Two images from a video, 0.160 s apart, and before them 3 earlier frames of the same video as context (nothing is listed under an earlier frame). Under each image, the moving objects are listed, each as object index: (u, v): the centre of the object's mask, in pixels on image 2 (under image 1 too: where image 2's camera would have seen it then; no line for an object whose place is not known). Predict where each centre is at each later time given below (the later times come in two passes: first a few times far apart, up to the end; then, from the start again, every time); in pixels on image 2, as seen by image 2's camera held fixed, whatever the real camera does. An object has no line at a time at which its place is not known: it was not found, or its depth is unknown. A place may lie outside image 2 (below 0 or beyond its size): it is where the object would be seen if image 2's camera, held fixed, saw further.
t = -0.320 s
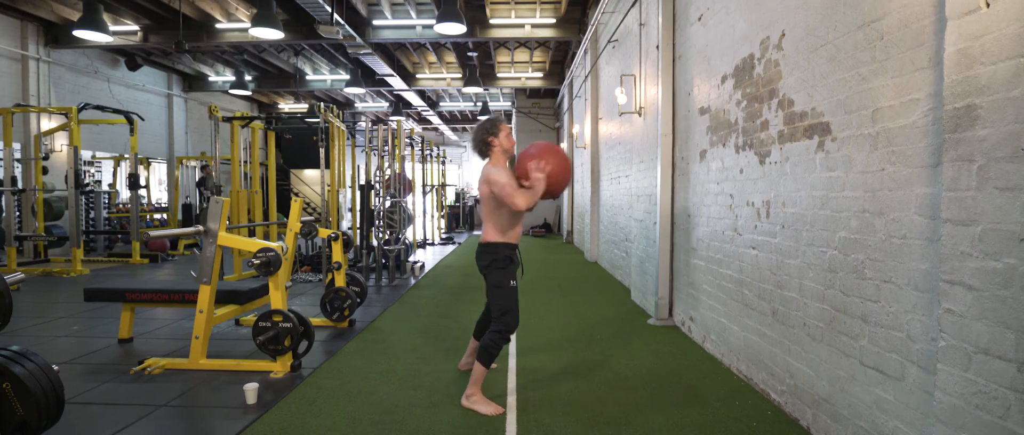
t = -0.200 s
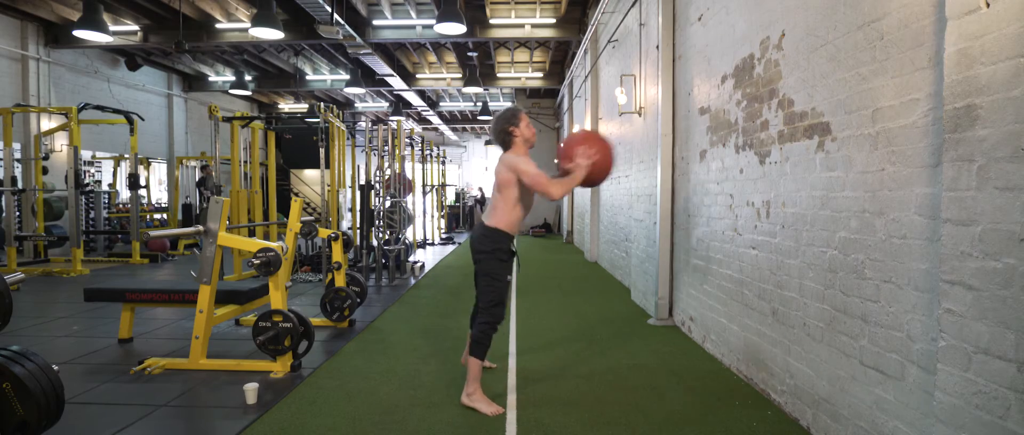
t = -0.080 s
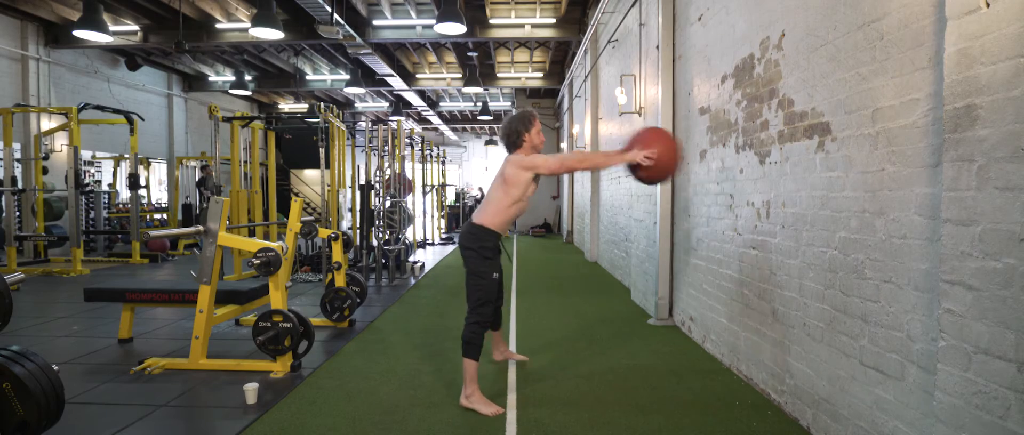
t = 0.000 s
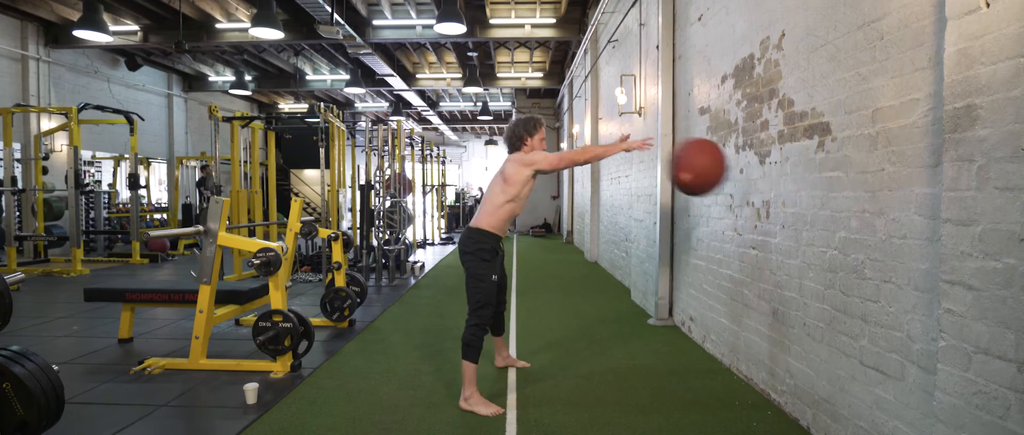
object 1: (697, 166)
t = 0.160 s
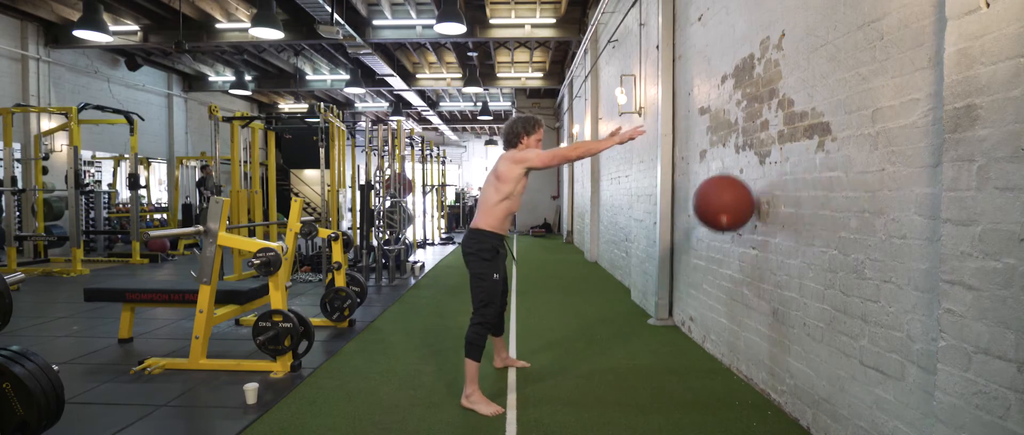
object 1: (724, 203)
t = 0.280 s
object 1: (710, 250)
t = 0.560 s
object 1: (677, 360)
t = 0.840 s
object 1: (653, 363)
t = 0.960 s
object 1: (648, 363)
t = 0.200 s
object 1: (719, 216)
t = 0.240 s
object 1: (714, 232)
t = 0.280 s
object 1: (710, 250)
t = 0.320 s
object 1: (705, 271)
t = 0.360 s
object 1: (701, 294)
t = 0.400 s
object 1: (696, 321)
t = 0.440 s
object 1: (690, 351)
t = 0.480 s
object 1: (684, 371)
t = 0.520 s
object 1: (680, 365)
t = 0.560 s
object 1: (677, 360)
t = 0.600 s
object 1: (673, 357)
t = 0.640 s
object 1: (669, 356)
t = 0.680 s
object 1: (665, 358)
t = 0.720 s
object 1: (661, 363)
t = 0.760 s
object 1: (658, 365)
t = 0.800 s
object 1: (656, 363)
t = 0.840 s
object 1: (653, 363)
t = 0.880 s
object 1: (651, 363)
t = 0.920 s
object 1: (649, 363)
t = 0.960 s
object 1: (648, 363)
